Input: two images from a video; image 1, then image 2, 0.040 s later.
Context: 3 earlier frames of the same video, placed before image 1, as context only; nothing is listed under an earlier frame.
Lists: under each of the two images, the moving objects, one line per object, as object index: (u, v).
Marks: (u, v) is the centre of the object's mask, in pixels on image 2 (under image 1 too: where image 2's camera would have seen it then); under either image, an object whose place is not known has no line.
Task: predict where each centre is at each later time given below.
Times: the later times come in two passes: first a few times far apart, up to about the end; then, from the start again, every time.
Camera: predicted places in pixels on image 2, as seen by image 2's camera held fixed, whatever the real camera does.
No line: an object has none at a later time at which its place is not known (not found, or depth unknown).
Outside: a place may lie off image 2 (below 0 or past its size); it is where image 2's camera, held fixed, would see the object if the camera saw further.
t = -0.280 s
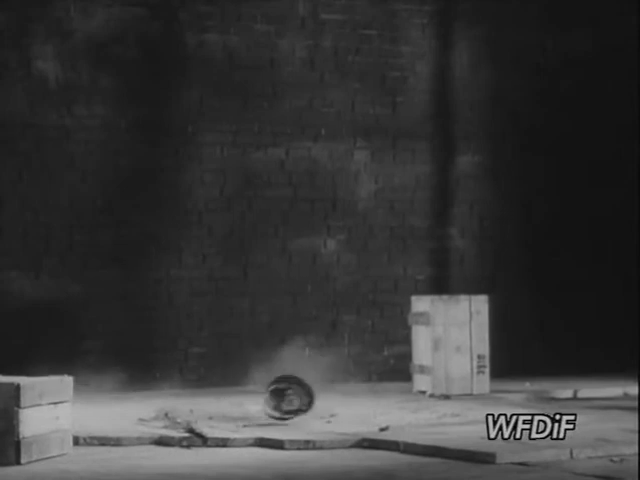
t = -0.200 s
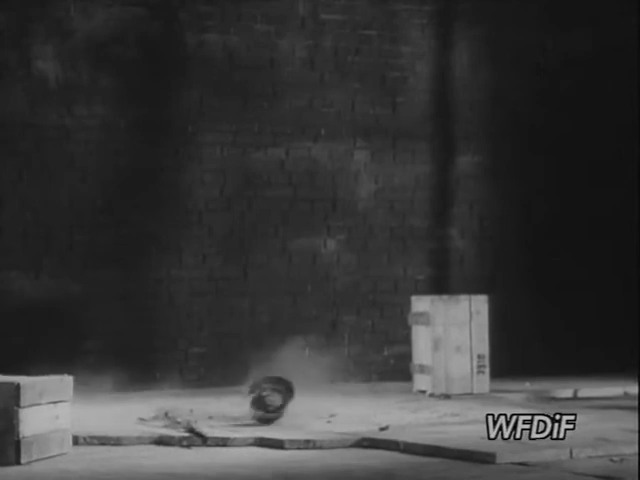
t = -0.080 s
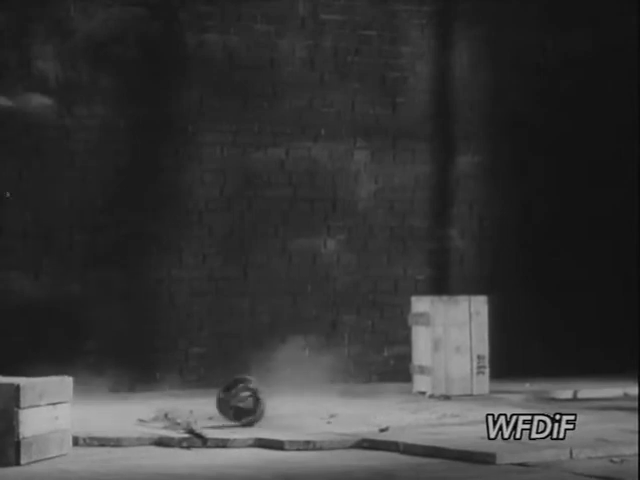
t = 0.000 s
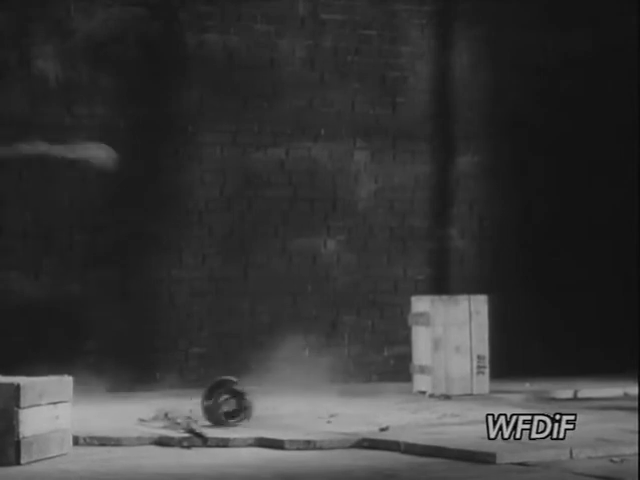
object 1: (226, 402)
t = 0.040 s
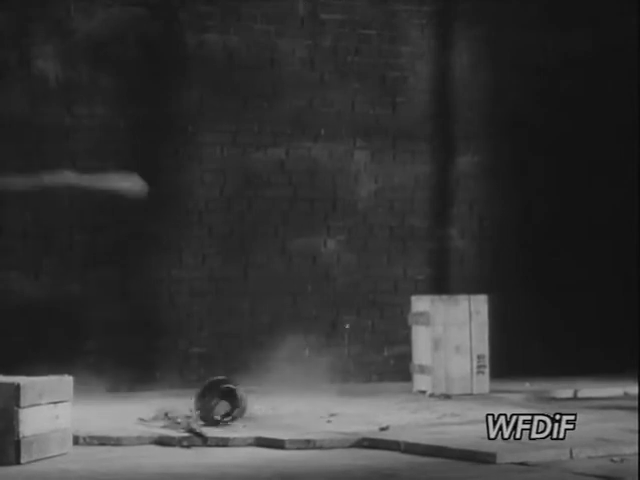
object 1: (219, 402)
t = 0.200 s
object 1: (217, 401)
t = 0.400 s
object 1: (241, 370)
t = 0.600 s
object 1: (261, 361)
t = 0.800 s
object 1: (288, 391)
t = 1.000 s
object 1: (294, 382)
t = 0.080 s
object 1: (215, 401)
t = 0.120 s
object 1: (215, 398)
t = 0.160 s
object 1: (216, 398)
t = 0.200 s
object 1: (217, 401)
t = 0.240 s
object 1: (219, 400)
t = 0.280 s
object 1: (226, 399)
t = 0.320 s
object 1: (232, 390)
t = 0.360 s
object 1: (236, 379)
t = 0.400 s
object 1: (241, 370)
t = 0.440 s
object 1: (247, 362)
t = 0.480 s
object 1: (254, 356)
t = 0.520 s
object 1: (255, 357)
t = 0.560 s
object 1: (257, 357)
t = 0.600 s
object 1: (261, 361)
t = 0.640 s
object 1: (267, 367)
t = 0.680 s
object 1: (273, 379)
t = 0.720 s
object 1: (281, 391)
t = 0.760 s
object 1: (283, 396)
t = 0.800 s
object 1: (288, 391)
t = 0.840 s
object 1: (289, 386)
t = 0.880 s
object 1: (291, 383)
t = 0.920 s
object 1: (292, 381)
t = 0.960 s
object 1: (292, 381)
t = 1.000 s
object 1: (294, 382)
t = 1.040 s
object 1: (297, 384)
